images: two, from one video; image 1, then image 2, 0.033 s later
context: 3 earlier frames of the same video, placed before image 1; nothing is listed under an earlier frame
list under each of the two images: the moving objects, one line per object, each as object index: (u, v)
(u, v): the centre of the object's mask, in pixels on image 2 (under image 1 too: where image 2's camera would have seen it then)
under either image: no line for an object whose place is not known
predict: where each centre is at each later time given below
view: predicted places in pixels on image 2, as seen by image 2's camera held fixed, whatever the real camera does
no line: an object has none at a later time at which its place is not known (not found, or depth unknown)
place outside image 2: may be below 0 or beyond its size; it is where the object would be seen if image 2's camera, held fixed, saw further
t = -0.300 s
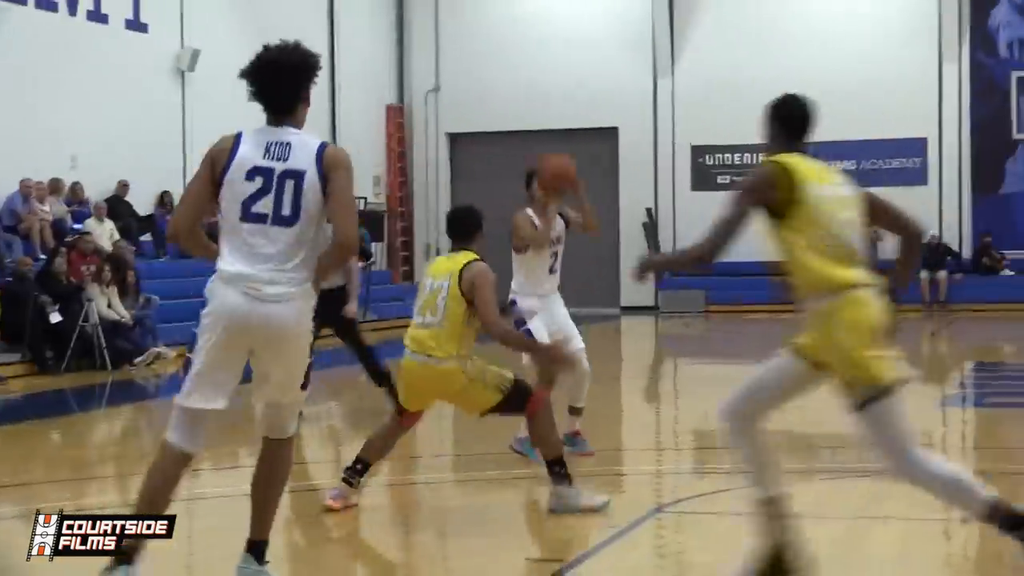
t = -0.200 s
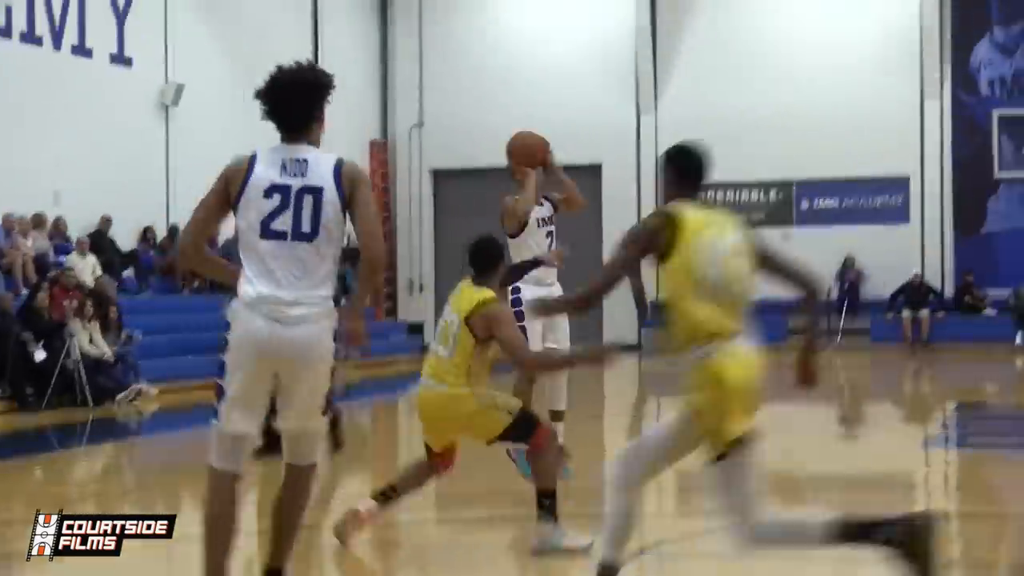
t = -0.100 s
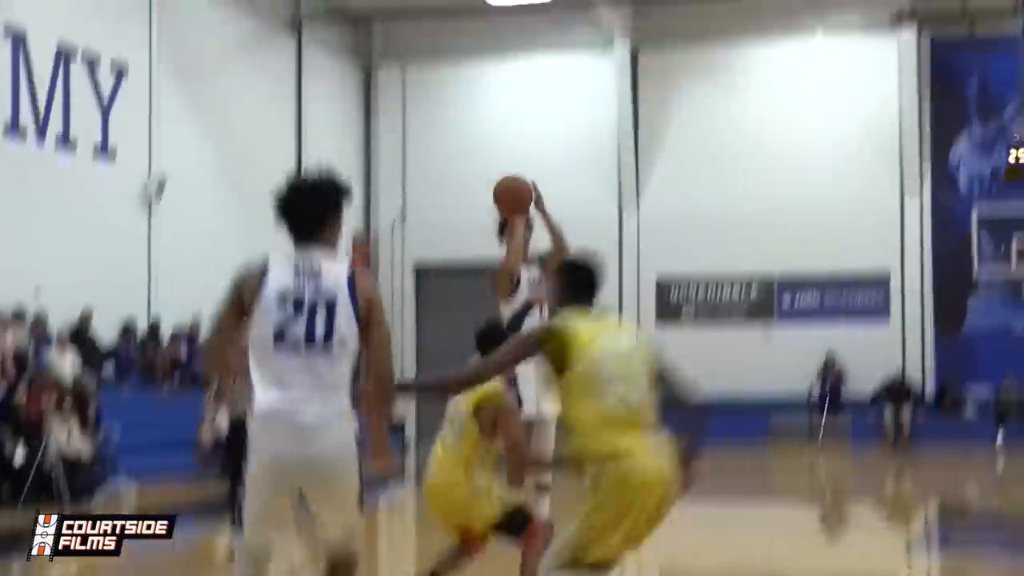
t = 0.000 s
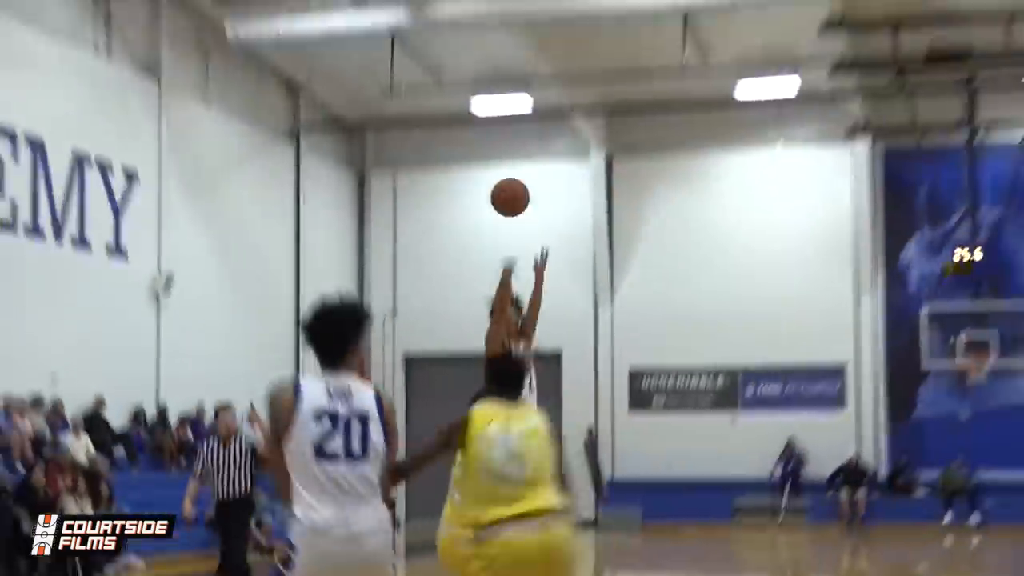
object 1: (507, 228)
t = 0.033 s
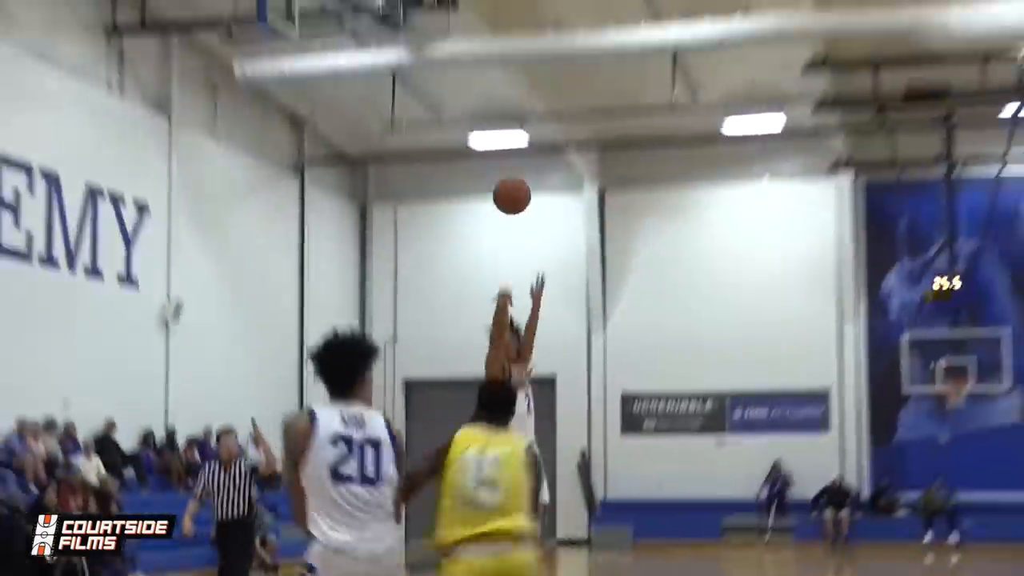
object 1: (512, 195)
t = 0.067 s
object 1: (518, 164)
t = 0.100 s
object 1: (523, 132)
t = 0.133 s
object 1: (531, 99)
